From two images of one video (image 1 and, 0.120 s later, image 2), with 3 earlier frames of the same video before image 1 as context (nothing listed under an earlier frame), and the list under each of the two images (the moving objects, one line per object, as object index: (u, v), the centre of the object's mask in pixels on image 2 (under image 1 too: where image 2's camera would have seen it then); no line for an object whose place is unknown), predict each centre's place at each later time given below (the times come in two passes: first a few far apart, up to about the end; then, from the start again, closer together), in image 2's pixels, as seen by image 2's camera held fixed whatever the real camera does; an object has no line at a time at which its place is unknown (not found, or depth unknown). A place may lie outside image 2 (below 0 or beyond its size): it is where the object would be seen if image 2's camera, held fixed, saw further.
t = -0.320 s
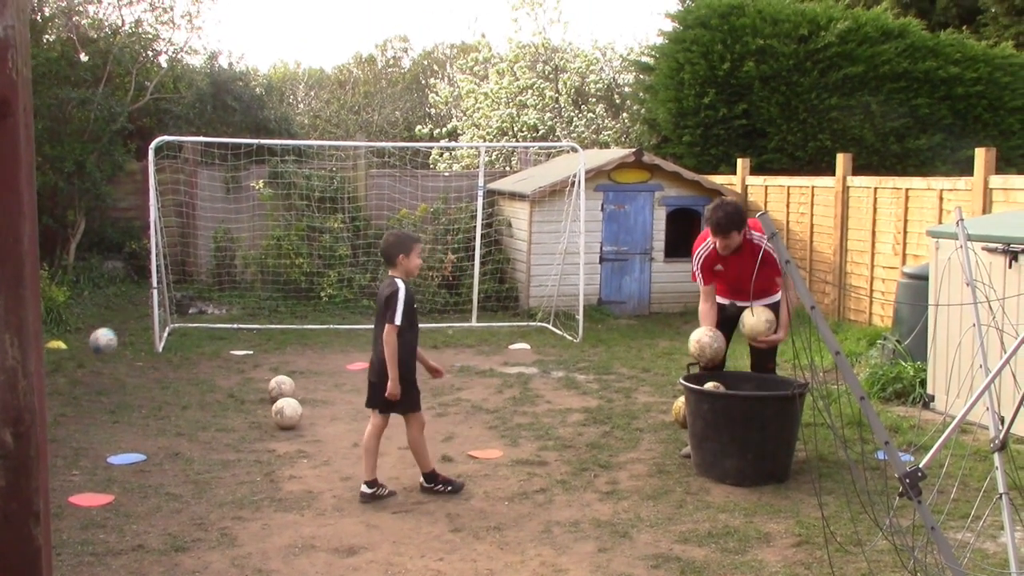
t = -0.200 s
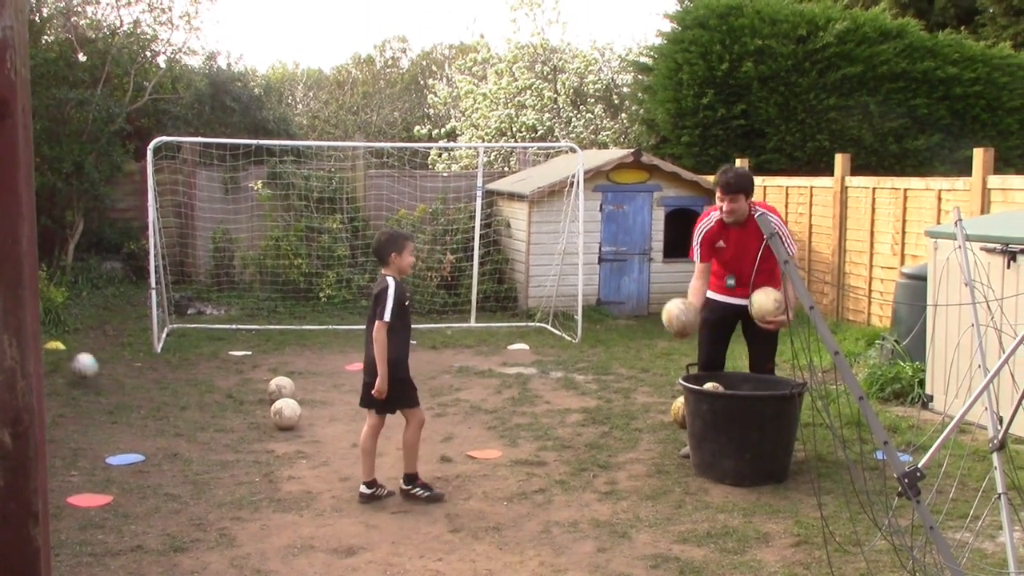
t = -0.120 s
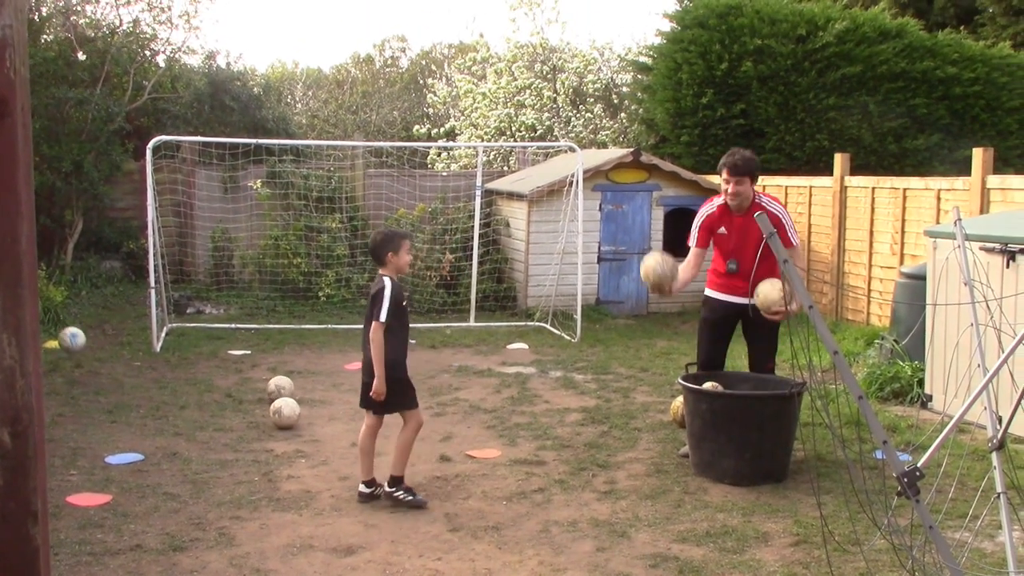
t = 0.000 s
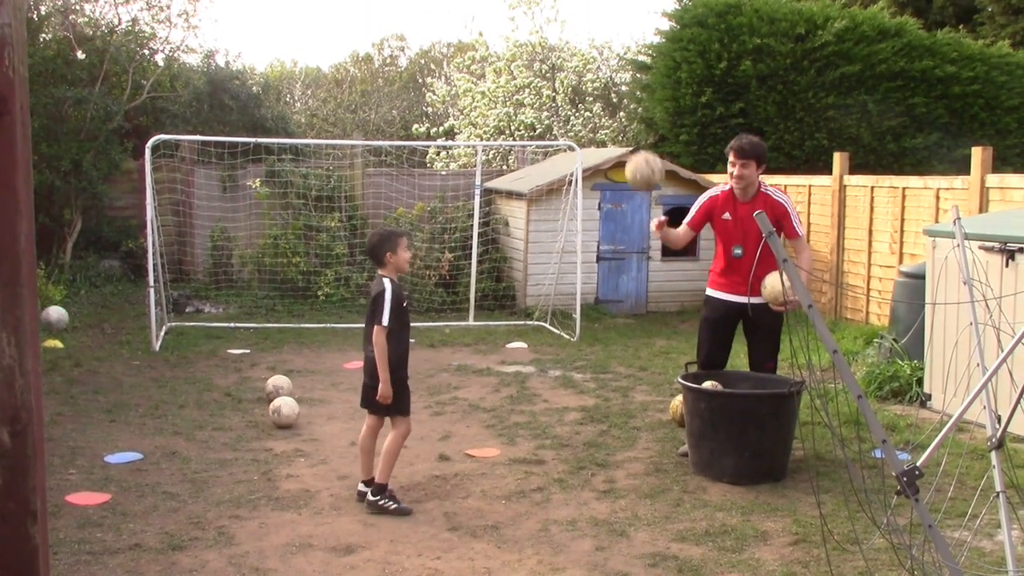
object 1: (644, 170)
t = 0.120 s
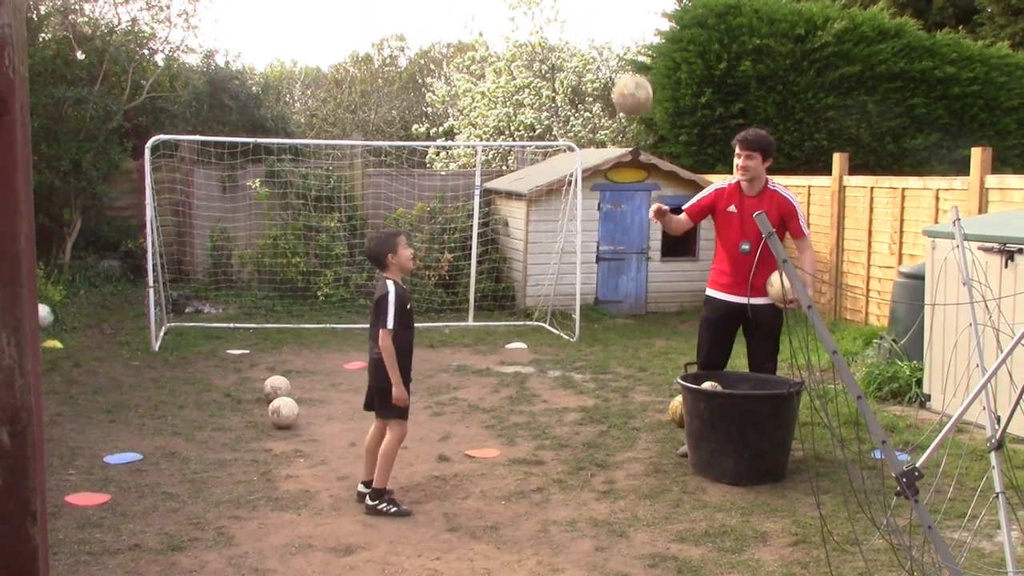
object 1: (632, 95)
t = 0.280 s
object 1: (616, 37)
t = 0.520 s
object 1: (589, 47)
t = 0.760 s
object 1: (556, 185)
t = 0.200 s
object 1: (623, 60)
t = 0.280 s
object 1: (616, 37)
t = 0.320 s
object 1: (612, 31)
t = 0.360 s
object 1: (608, 27)
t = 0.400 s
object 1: (604, 27)
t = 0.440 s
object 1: (599, 30)
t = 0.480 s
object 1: (594, 37)
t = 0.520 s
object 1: (589, 47)
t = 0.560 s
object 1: (585, 61)
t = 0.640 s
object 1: (572, 98)
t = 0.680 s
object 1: (568, 123)
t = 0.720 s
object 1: (562, 152)
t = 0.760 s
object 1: (556, 185)
